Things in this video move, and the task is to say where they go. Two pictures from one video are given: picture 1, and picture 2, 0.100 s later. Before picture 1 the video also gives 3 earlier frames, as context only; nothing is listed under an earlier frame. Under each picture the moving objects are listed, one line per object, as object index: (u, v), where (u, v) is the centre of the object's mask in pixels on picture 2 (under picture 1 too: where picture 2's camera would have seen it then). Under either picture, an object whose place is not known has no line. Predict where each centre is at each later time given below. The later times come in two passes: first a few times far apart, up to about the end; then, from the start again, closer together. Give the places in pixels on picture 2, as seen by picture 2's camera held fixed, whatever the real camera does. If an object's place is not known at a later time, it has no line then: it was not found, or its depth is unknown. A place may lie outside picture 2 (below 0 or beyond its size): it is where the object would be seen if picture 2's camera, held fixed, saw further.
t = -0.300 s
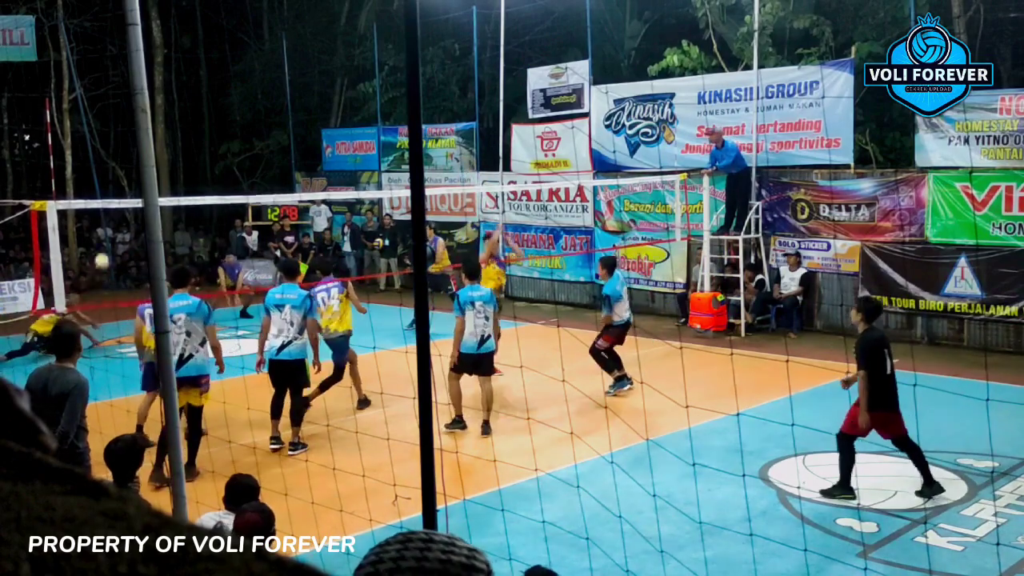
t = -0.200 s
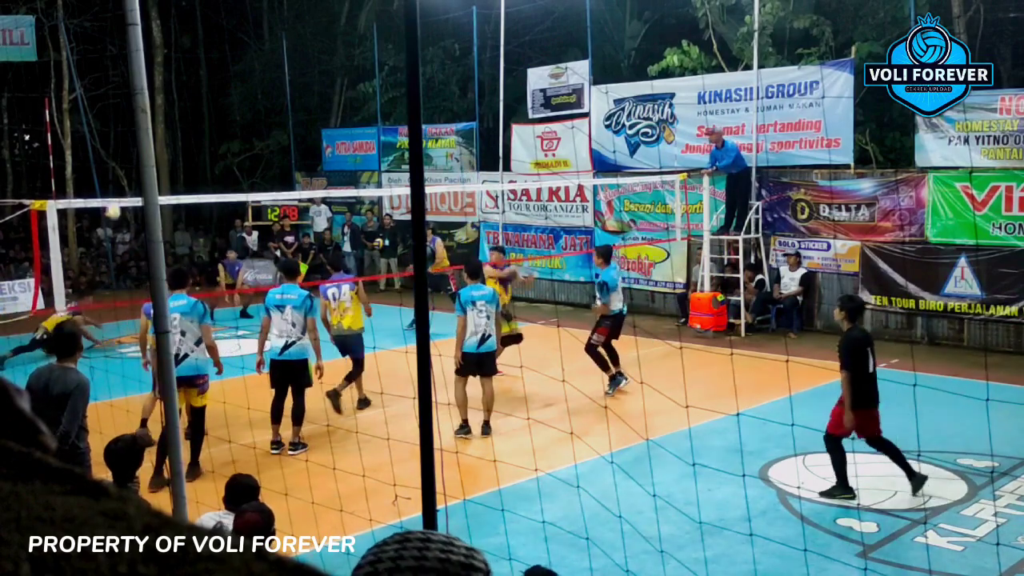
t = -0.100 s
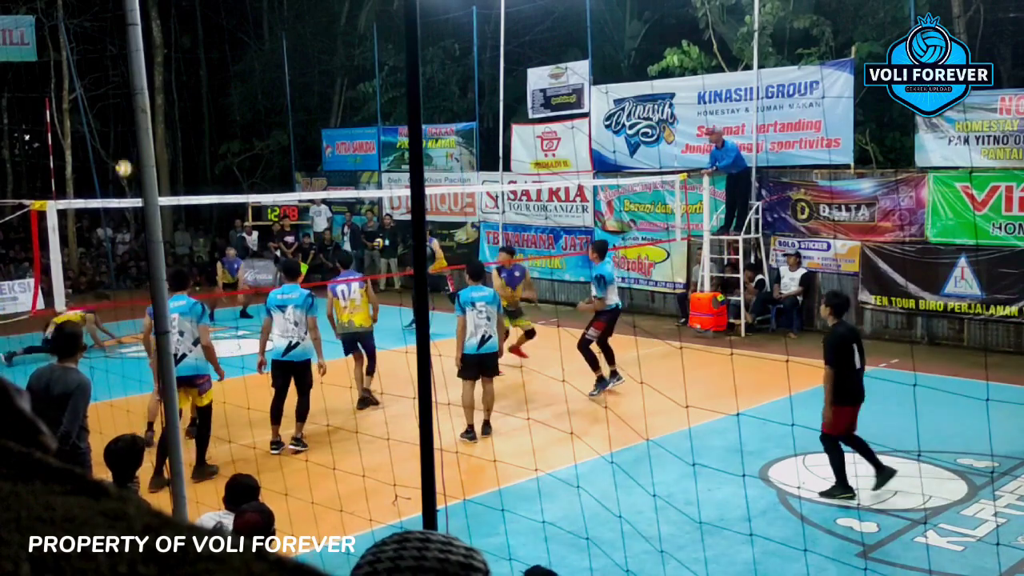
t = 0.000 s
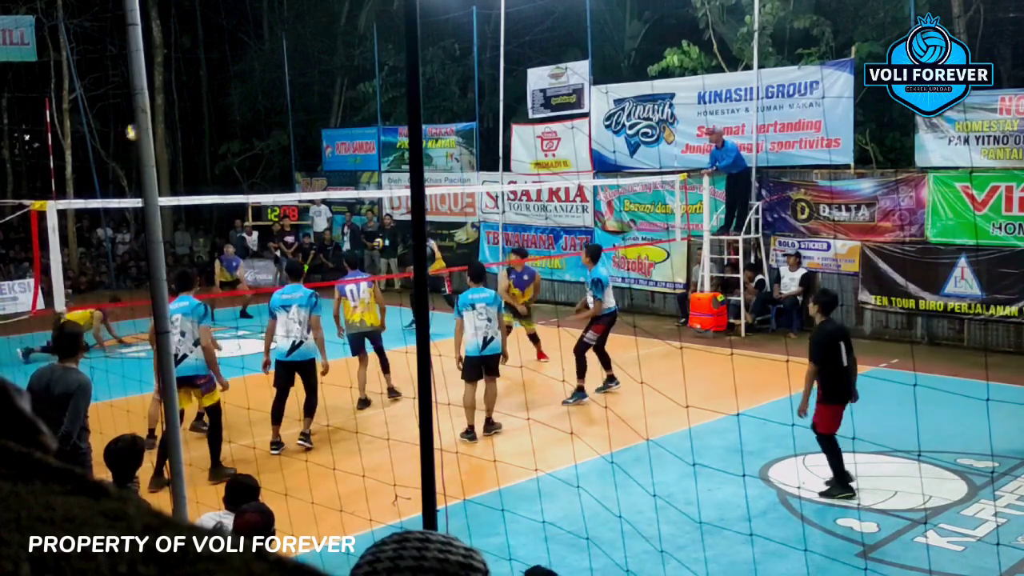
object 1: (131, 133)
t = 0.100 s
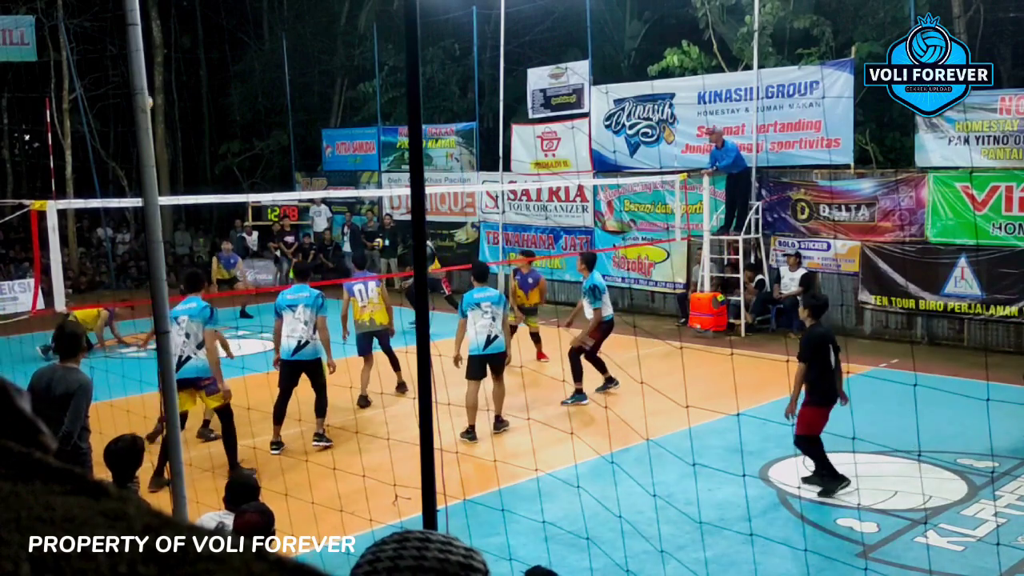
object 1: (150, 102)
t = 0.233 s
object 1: (158, 73)
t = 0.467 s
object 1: (183, 52)
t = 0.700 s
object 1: (210, 68)
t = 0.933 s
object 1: (239, 120)
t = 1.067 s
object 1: (256, 164)
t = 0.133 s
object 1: (151, 94)
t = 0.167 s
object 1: (152, 86)
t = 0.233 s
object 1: (158, 73)
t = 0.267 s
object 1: (161, 68)
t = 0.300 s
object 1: (165, 64)
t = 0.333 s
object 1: (169, 60)
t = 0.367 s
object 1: (172, 57)
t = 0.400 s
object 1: (176, 55)
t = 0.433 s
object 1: (179, 53)
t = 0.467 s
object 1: (183, 52)
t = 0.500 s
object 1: (187, 52)
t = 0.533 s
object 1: (191, 53)
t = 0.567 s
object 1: (195, 55)
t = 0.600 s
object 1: (198, 57)
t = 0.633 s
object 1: (202, 60)
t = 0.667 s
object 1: (206, 64)
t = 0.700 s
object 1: (210, 68)
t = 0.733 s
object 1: (214, 74)
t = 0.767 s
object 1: (218, 80)
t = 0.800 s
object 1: (222, 86)
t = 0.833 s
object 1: (226, 93)
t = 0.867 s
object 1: (230, 102)
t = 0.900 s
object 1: (234, 110)
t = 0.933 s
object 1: (239, 120)
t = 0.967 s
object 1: (242, 130)
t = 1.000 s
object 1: (247, 141)
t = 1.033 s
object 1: (251, 152)
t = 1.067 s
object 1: (256, 164)
